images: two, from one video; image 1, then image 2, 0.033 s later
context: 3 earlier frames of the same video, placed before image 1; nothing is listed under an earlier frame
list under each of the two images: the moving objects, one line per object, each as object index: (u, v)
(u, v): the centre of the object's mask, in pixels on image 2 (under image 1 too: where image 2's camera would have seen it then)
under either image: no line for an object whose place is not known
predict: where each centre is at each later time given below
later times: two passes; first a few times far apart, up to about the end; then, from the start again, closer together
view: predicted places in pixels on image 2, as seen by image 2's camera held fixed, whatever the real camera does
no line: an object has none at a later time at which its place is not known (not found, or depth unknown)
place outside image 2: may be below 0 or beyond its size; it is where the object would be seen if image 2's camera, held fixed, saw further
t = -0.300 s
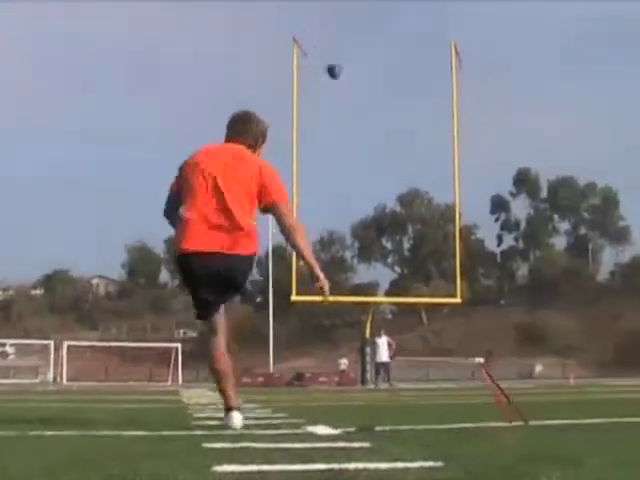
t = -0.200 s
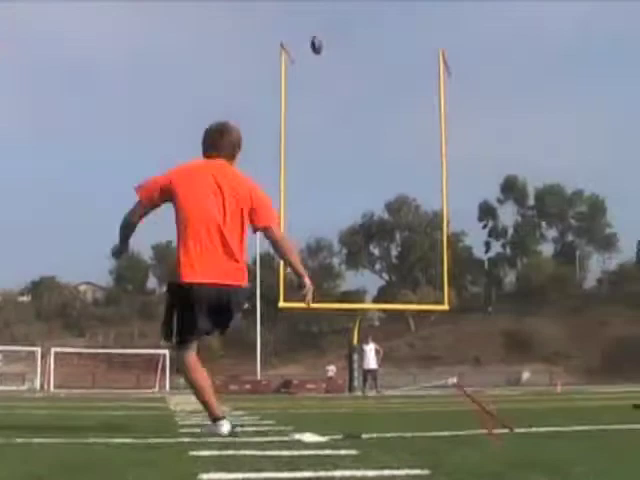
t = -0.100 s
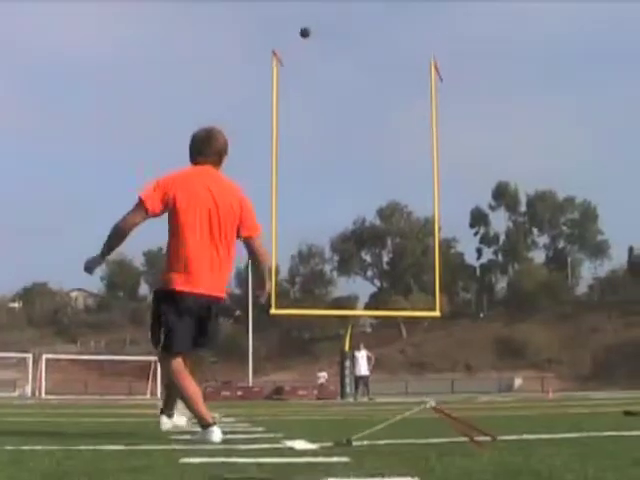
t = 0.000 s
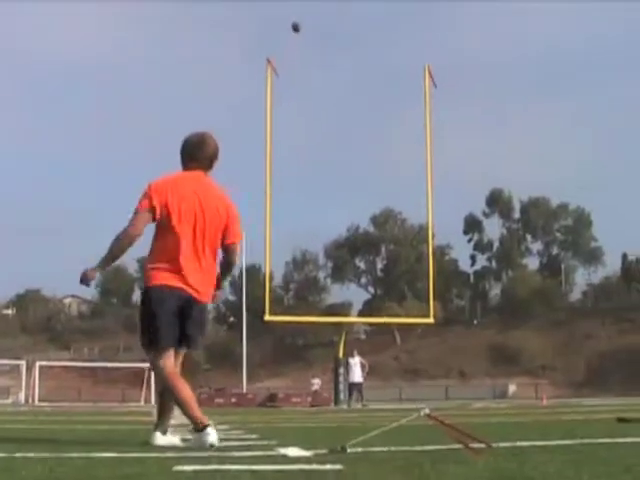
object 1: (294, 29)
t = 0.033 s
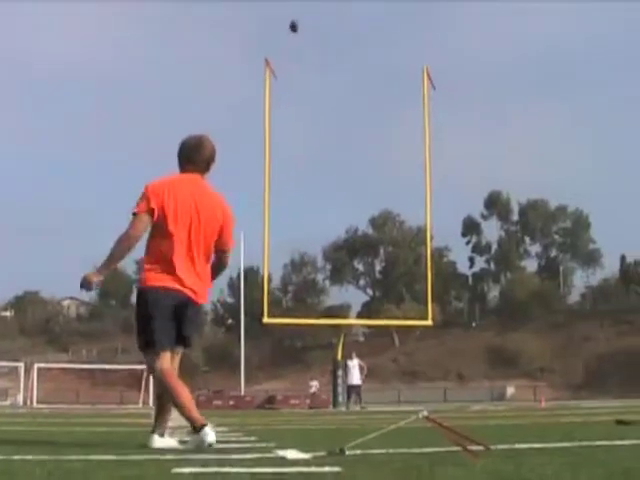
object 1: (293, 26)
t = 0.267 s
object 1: (290, 19)
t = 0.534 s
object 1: (287, 29)
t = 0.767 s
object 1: (285, 45)
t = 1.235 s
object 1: (281, 97)
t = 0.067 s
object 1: (292, 25)
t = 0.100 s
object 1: (292, 22)
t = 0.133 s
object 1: (292, 21)
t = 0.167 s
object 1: (291, 20)
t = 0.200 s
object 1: (291, 19)
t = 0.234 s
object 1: (290, 19)
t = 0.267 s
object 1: (290, 19)
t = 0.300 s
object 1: (290, 19)
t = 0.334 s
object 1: (289, 20)
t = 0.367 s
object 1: (289, 22)
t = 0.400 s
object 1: (289, 22)
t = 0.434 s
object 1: (288, 23)
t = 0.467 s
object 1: (288, 25)
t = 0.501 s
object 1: (288, 27)
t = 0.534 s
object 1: (287, 29)
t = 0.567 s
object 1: (287, 30)
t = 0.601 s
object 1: (287, 33)
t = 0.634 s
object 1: (286, 34)
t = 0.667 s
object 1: (286, 38)
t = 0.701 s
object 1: (286, 40)
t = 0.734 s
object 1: (285, 42)
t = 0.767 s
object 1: (285, 45)
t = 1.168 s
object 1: (281, 89)
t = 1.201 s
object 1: (281, 93)
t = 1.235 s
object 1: (281, 97)
